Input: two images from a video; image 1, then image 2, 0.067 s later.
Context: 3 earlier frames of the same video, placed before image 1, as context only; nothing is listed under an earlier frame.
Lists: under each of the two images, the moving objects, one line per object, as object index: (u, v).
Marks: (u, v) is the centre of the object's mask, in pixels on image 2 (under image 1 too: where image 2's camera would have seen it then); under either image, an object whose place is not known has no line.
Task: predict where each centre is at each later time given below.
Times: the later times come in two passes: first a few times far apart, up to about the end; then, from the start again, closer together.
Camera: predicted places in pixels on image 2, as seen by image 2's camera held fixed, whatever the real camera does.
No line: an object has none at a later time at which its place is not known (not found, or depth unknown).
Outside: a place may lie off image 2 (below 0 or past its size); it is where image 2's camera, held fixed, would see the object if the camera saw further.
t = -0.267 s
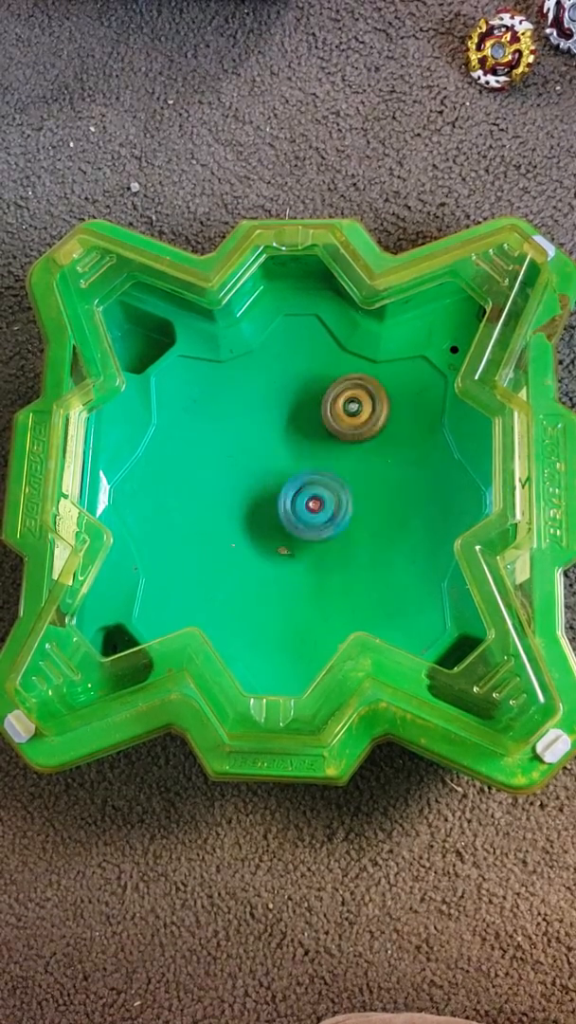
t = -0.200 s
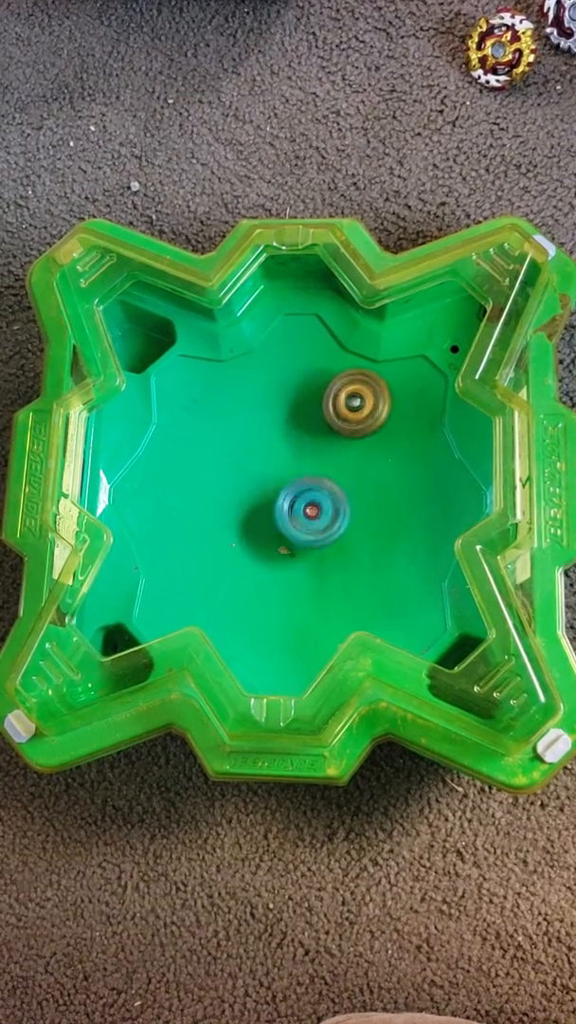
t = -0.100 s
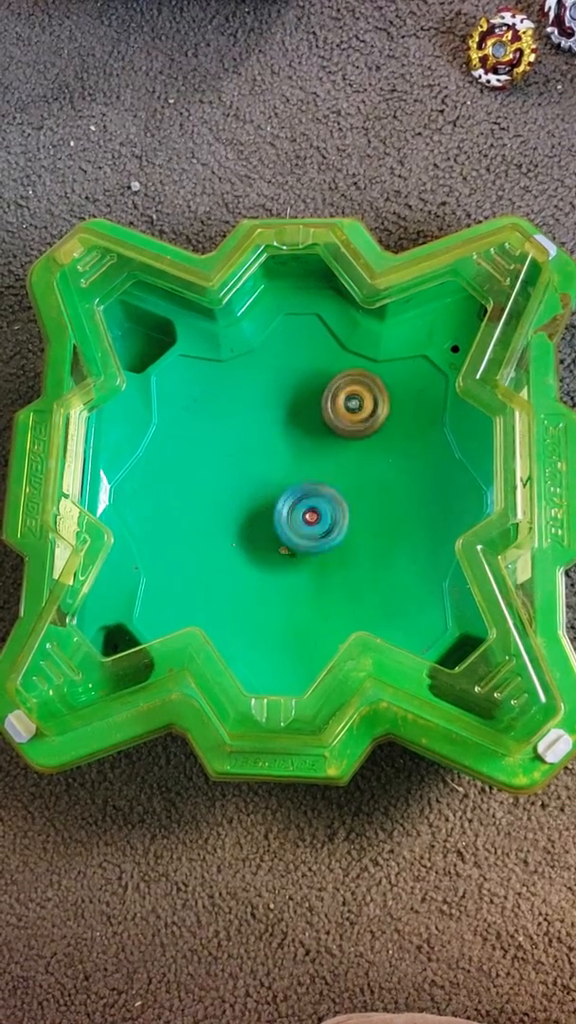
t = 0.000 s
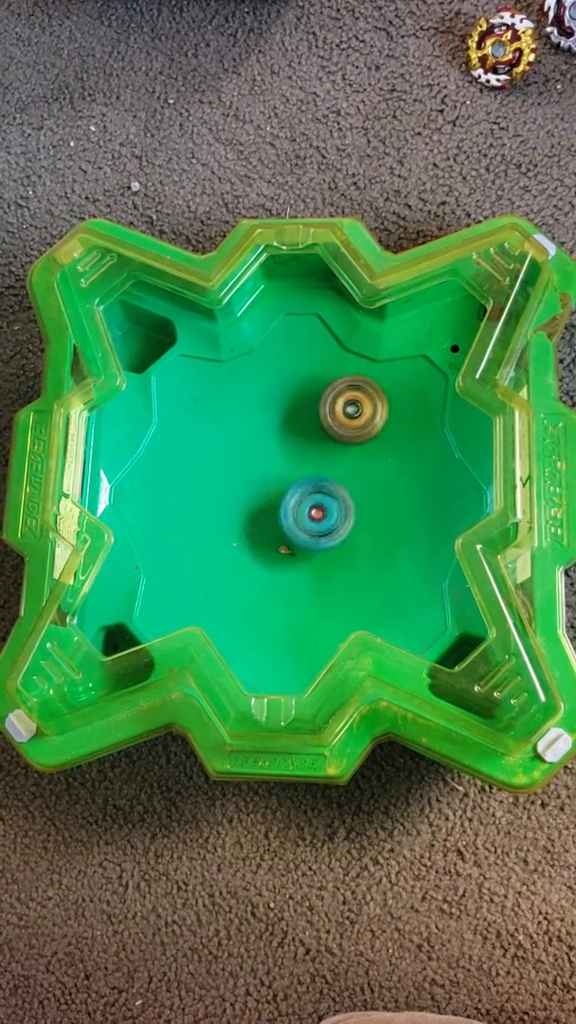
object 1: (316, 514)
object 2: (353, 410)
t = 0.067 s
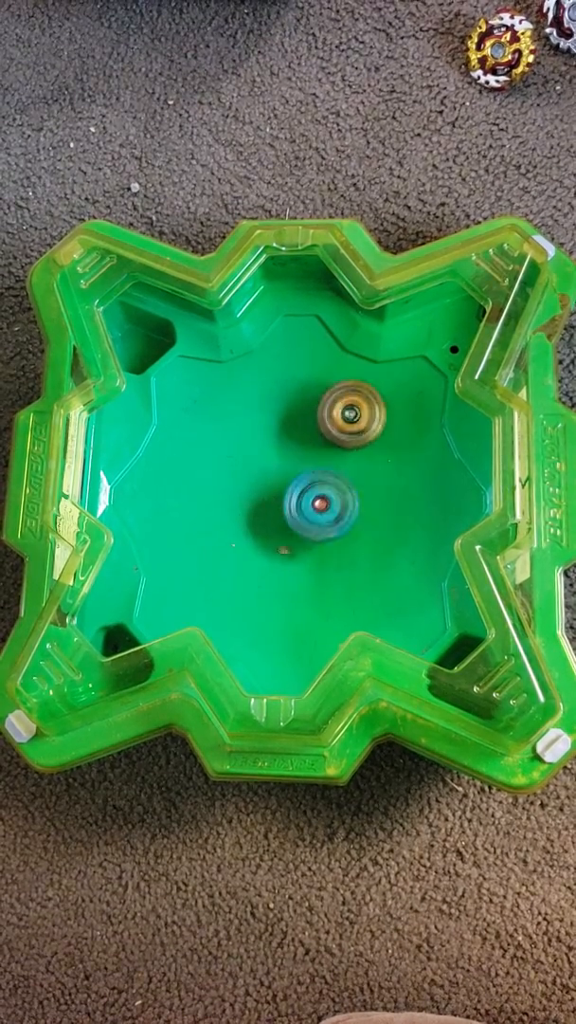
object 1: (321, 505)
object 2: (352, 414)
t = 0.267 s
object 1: (317, 514)
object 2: (353, 396)
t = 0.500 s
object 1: (320, 521)
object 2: (360, 403)
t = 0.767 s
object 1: (320, 487)
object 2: (364, 417)
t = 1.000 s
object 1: (295, 495)
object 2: (377, 417)
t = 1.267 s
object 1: (302, 486)
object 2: (378, 423)
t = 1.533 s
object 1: (292, 476)
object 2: (391, 427)
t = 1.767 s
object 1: (298, 476)
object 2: (393, 437)
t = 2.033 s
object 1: (301, 472)
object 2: (397, 441)
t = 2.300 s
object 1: (299, 472)
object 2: (398, 448)
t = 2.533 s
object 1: (309, 465)
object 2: (398, 457)
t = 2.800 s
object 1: (287, 462)
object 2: (403, 468)
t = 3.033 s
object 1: (303, 463)
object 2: (392, 478)
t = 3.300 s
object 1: (298, 449)
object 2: (388, 503)
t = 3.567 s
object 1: (310, 447)
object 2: (375, 509)
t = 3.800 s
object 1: (317, 440)
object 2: (368, 511)
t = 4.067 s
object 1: (307, 432)
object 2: (357, 518)
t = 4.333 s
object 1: (314, 451)
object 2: (351, 524)
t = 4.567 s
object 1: (311, 445)
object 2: (344, 531)
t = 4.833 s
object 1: (324, 438)
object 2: (328, 519)
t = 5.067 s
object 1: (333, 435)
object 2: (313, 511)
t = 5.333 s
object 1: (347, 444)
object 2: (303, 505)
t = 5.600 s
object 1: (367, 447)
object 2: (306, 503)
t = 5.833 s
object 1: (379, 453)
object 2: (293, 516)
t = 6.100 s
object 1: (370, 454)
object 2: (309, 499)
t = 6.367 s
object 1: (378, 436)
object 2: (291, 490)
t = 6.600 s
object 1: (374, 437)
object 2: (292, 484)
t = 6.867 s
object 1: (354, 425)
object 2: (295, 466)
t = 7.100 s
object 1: (369, 403)
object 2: (295, 477)
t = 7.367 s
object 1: (378, 400)
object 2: (321, 456)
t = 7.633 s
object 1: (381, 399)
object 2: (322, 445)
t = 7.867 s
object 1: (380, 400)
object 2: (322, 445)
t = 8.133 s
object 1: (381, 400)
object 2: (324, 447)
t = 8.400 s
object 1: (381, 400)
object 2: (323, 447)
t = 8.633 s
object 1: (381, 400)
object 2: (323, 447)
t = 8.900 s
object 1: (381, 400)
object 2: (324, 447)
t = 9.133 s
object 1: (380, 400)
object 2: (323, 447)
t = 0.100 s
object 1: (322, 500)
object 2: (352, 415)
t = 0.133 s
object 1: (324, 495)
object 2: (351, 418)
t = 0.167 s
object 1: (323, 492)
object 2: (351, 417)
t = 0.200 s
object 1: (319, 502)
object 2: (353, 403)
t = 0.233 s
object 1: (318, 509)
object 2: (353, 397)
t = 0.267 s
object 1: (317, 514)
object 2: (353, 396)
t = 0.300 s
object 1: (315, 517)
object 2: (355, 396)
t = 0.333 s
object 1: (314, 521)
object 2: (357, 395)
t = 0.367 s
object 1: (315, 523)
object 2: (357, 397)
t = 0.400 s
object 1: (315, 524)
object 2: (358, 398)
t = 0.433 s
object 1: (315, 525)
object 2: (359, 399)
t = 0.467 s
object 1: (318, 524)
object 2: (360, 401)
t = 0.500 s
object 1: (320, 521)
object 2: (360, 403)
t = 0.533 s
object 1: (322, 518)
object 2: (361, 406)
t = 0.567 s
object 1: (324, 513)
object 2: (361, 409)
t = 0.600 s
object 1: (324, 508)
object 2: (361, 412)
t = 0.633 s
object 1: (325, 502)
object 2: (362, 414)
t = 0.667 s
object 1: (326, 496)
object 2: (363, 417)
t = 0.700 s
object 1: (325, 491)
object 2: (363, 420)
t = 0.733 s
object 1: (322, 491)
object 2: (364, 417)
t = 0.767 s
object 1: (320, 487)
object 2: (364, 417)
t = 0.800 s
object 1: (317, 485)
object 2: (365, 422)
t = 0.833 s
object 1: (312, 486)
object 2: (369, 419)
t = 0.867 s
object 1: (308, 488)
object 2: (370, 415)
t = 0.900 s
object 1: (302, 491)
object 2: (372, 417)
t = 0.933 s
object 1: (300, 493)
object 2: (374, 417)
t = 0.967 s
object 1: (298, 494)
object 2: (376, 416)
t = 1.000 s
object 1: (295, 495)
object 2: (377, 417)
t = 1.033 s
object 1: (295, 496)
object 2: (378, 416)
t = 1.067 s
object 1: (294, 495)
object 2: (380, 416)
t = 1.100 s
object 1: (294, 495)
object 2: (379, 416)
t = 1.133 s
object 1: (295, 495)
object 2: (379, 416)
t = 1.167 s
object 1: (295, 493)
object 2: (379, 418)
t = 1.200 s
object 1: (296, 492)
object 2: (378, 419)
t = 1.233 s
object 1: (300, 489)
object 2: (378, 420)
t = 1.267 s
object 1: (302, 486)
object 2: (378, 423)
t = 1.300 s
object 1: (307, 483)
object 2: (377, 424)
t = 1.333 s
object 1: (309, 478)
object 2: (377, 426)
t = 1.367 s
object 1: (311, 475)
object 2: (377, 429)
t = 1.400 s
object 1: (309, 472)
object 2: (381, 425)
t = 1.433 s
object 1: (303, 474)
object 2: (386, 422)
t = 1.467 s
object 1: (300, 473)
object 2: (386, 422)
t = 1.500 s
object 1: (295, 474)
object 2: (387, 425)
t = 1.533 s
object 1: (292, 476)
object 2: (391, 427)
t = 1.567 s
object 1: (292, 475)
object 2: (391, 427)
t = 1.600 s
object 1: (290, 476)
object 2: (392, 428)
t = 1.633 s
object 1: (292, 477)
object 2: (393, 431)
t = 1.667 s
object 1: (293, 476)
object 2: (393, 431)
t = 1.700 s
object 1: (294, 477)
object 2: (394, 433)
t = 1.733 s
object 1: (297, 477)
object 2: (393, 436)
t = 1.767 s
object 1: (298, 476)
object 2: (393, 437)
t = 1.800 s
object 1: (304, 476)
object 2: (393, 439)
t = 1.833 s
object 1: (306, 474)
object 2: (388, 443)
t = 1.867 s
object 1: (311, 473)
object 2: (389, 446)
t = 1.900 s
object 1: (313, 471)
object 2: (390, 447)
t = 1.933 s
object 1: (313, 470)
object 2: (391, 444)
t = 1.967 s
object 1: (309, 470)
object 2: (396, 441)
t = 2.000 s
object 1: (302, 470)
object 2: (397, 441)
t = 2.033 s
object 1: (301, 472)
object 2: (397, 441)
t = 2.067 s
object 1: (297, 471)
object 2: (398, 444)
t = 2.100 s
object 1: (298, 474)
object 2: (400, 443)
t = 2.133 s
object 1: (296, 471)
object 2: (401, 444)
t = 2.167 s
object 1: (296, 474)
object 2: (400, 444)
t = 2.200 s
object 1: (298, 471)
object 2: (401, 444)
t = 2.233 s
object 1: (297, 473)
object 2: (400, 445)
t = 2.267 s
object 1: (300, 472)
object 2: (399, 445)
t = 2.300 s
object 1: (299, 472)
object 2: (398, 448)
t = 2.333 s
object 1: (304, 472)
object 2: (398, 449)
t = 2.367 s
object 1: (303, 470)
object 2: (398, 450)
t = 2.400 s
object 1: (309, 470)
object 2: (395, 451)
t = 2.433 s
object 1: (311, 467)
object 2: (394, 454)
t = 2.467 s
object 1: (313, 469)
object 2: (394, 456)
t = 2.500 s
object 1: (313, 466)
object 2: (393, 457)
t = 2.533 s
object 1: (309, 465)
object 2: (398, 457)
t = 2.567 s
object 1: (304, 464)
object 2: (401, 460)
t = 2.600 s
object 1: (301, 466)
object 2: (403, 462)
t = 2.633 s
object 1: (297, 464)
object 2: (403, 462)
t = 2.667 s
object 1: (294, 465)
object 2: (402, 464)
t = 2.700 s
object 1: (292, 463)
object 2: (402, 466)
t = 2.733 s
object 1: (289, 463)
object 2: (404, 468)
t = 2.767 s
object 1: (290, 462)
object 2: (404, 467)
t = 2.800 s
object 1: (287, 462)
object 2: (403, 468)
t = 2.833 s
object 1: (288, 461)
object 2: (402, 471)
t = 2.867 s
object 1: (286, 460)
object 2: (402, 471)
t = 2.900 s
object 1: (292, 460)
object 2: (400, 472)
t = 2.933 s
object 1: (292, 463)
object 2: (398, 473)
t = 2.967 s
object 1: (296, 464)
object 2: (396, 475)
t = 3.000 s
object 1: (297, 464)
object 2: (395, 476)
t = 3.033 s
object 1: (303, 463)
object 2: (392, 478)
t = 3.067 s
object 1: (305, 464)
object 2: (389, 479)
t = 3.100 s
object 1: (311, 463)
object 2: (385, 482)
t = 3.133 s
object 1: (308, 462)
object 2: (388, 486)
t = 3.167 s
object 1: (304, 458)
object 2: (388, 490)
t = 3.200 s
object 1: (303, 456)
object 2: (389, 494)
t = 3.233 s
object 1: (299, 452)
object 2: (388, 496)
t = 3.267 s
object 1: (300, 450)
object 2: (387, 500)
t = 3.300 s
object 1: (298, 449)
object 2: (388, 503)
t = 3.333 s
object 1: (298, 448)
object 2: (388, 503)
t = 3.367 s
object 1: (299, 444)
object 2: (386, 502)
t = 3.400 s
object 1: (302, 445)
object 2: (382, 504)
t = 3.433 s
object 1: (303, 444)
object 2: (382, 506)
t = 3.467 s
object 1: (305, 443)
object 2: (381, 506)
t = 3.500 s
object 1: (305, 443)
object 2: (379, 507)
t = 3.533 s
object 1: (310, 444)
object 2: (377, 507)
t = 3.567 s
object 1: (310, 447)
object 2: (375, 509)
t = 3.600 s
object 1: (313, 448)
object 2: (374, 509)
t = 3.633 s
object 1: (316, 451)
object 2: (373, 509)
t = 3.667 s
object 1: (318, 451)
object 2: (371, 509)
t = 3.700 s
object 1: (321, 448)
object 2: (372, 512)
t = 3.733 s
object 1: (320, 447)
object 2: (372, 512)
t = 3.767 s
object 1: (318, 442)
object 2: (371, 512)
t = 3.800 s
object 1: (317, 440)
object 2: (368, 511)
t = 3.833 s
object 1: (314, 435)
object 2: (364, 513)
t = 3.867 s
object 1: (315, 434)
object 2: (364, 516)
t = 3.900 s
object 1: (312, 431)
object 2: (365, 517)
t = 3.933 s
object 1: (312, 430)
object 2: (365, 515)
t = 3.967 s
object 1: (310, 428)
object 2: (361, 514)
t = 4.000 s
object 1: (310, 430)
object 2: (358, 516)
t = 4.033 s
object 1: (306, 431)
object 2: (356, 518)
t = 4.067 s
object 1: (307, 432)
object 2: (357, 518)
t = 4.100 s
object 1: (307, 437)
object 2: (356, 517)
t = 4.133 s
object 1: (307, 438)
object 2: (354, 516)
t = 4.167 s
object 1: (309, 443)
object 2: (350, 516)
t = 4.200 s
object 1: (308, 446)
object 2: (348, 518)
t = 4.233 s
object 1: (310, 448)
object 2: (348, 520)
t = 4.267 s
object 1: (312, 454)
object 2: (348, 520)
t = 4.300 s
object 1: (312, 454)
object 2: (350, 521)
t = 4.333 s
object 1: (314, 451)
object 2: (351, 524)
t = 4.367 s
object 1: (311, 452)
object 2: (349, 528)
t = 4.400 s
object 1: (309, 446)
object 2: (347, 532)
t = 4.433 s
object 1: (311, 448)
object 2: (349, 534)
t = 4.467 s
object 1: (309, 447)
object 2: (350, 531)
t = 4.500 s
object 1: (312, 446)
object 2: (348, 529)
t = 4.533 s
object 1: (311, 448)
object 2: (345, 528)
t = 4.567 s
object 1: (311, 445)
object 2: (344, 531)
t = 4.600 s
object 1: (315, 447)
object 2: (343, 532)
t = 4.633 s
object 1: (312, 450)
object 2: (342, 530)
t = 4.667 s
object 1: (317, 449)
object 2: (341, 528)
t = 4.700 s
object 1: (319, 451)
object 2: (339, 526)
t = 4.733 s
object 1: (319, 446)
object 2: (340, 524)
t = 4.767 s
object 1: (322, 444)
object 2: (338, 519)
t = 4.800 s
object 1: (321, 443)
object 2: (332, 518)
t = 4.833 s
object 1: (324, 438)
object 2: (328, 519)
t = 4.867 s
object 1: (327, 439)
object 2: (328, 517)
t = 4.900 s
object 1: (324, 437)
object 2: (326, 512)
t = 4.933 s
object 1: (328, 433)
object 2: (323, 512)
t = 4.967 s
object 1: (329, 436)
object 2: (320, 512)
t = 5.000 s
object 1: (328, 433)
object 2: (318, 510)
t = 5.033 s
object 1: (334, 434)
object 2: (316, 508)
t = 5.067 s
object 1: (333, 435)
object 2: (313, 511)
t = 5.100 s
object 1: (336, 430)
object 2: (312, 511)
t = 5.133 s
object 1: (340, 432)
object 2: (307, 511)
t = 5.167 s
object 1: (338, 432)
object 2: (305, 512)
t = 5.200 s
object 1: (343, 431)
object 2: (306, 513)
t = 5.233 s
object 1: (345, 436)
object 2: (308, 512)
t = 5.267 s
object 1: (342, 437)
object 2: (308, 509)
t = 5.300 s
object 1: (346, 439)
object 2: (306, 506)
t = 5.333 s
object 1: (347, 444)
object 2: (303, 505)
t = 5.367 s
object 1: (350, 442)
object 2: (299, 510)
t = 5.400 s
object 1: (356, 443)
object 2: (301, 513)
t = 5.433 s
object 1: (357, 444)
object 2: (306, 514)
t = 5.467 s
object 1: (358, 443)
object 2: (310, 508)
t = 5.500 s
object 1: (365, 444)
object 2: (308, 502)
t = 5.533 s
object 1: (366, 450)
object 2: (307, 499)
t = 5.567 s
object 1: (363, 448)
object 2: (306, 501)
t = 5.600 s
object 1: (367, 447)
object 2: (306, 503)
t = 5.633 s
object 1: (367, 452)
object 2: (308, 503)
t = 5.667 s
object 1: (372, 448)
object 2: (305, 508)
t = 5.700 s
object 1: (382, 450)
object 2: (303, 513)
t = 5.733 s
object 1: (385, 455)
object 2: (303, 513)
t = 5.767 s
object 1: (381, 457)
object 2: (298, 511)
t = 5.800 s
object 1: (380, 453)
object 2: (294, 513)
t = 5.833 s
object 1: (379, 453)
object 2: (293, 516)
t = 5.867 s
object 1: (382, 453)
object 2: (295, 517)
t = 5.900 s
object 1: (383, 452)
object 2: (298, 515)
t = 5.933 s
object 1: (384, 457)
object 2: (298, 511)
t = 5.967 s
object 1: (378, 460)
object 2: (297, 513)
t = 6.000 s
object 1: (373, 459)
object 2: (300, 513)
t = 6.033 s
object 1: (373, 456)
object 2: (306, 510)
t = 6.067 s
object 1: (371, 455)
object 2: (309, 505)
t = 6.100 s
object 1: (370, 454)
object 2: (309, 499)
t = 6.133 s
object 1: (366, 454)
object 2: (307, 497)
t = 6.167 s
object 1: (367, 452)
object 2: (307, 495)
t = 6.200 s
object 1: (366, 451)
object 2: (307, 493)
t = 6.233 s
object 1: (370, 447)
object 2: (305, 492)
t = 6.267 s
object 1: (373, 443)
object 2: (303, 490)
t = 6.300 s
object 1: (375, 442)
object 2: (299, 487)
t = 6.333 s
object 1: (374, 440)
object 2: (293, 487)
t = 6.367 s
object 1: (378, 436)
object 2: (291, 490)
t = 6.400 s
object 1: (379, 435)
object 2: (291, 489)
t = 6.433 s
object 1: (381, 435)
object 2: (289, 487)
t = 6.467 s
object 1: (380, 434)
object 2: (289, 487)
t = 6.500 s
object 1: (379, 434)
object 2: (289, 485)
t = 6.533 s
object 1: (377, 435)
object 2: (290, 483)
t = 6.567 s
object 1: (377, 435)
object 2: (289, 484)
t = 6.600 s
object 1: (374, 437)
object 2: (292, 484)
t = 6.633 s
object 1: (375, 437)
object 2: (293, 482)
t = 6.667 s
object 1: (369, 437)
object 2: (294, 478)
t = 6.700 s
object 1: (366, 437)
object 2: (296, 475)
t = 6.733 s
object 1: (360, 436)
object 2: (298, 472)
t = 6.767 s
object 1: (360, 434)
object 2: (297, 469)
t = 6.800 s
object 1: (356, 432)
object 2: (297, 464)
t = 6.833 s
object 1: (356, 429)
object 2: (295, 465)
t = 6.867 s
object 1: (354, 425)
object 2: (295, 466)
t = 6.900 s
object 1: (353, 421)
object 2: (296, 467)
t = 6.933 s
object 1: (357, 417)
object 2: (295, 469)
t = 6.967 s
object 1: (358, 411)
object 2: (294, 471)
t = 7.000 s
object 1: (361, 405)
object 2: (294, 473)
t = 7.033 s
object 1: (366, 405)
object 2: (294, 473)
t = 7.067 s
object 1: (367, 403)
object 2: (293, 475)
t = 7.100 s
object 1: (369, 403)
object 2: (295, 477)
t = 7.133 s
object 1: (371, 405)
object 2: (297, 477)
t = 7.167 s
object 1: (372, 406)
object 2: (299, 479)
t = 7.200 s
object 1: (372, 407)
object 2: (304, 476)
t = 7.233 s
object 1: (371, 408)
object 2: (307, 475)
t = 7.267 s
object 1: (373, 406)
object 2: (312, 472)
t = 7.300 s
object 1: (375, 403)
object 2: (316, 467)
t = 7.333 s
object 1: (376, 401)
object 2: (317, 462)
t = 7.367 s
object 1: (378, 400)
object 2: (321, 456)
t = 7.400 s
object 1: (380, 399)
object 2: (324, 450)
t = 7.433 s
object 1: (383, 398)
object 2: (324, 448)
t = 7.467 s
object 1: (385, 398)
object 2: (325, 447)
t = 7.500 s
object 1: (386, 398)
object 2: (326, 447)
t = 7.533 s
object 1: (386, 398)
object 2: (325, 446)
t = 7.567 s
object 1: (384, 398)
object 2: (325, 445)
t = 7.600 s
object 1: (382, 399)
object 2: (323, 445)
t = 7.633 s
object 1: (381, 399)
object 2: (322, 445)
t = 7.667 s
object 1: (380, 400)
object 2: (320, 444)
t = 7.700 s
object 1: (380, 400)
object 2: (320, 443)
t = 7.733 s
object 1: (380, 400)
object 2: (320, 442)
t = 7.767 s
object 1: (380, 400)
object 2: (320, 442)
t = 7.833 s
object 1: (380, 400)
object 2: (321, 444)
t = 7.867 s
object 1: (380, 400)
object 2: (322, 445)
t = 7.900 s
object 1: (380, 400)
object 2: (322, 446)
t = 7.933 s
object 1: (380, 400)
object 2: (322, 446)
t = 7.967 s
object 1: (380, 400)
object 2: (323, 446)
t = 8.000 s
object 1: (380, 400)
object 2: (323, 447)
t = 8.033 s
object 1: (380, 400)
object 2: (323, 447)
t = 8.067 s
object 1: (380, 400)
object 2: (323, 447)
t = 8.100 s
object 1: (381, 400)
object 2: (323, 447)
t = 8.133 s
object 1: (381, 400)
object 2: (324, 447)
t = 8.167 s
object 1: (381, 400)
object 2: (324, 447)
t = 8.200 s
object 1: (381, 400)
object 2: (324, 447)
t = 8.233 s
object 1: (381, 400)
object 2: (324, 447)
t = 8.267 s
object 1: (381, 400)
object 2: (323, 447)
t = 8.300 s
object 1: (381, 400)
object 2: (324, 447)
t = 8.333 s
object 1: (381, 400)
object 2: (323, 447)
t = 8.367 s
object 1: (381, 400)
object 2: (323, 447)
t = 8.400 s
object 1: (381, 400)
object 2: (323, 447)
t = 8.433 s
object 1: (381, 400)
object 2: (324, 447)
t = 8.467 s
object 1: (381, 400)
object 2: (323, 447)
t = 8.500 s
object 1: (381, 400)
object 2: (324, 447)
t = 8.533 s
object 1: (381, 400)
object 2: (323, 447)
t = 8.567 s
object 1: (381, 400)
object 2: (324, 447)
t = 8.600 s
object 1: (381, 400)
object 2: (324, 447)
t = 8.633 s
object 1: (381, 400)
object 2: (323, 447)
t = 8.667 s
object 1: (381, 400)
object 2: (323, 447)
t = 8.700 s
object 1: (381, 400)
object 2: (323, 447)
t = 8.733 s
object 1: (381, 400)
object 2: (323, 447)
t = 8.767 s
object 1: (381, 400)
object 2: (323, 447)
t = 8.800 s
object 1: (381, 400)
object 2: (323, 447)
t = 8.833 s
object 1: (381, 400)
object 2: (323, 447)
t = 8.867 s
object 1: (381, 400)
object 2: (324, 447)
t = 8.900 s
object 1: (381, 400)
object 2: (324, 447)
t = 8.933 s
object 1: (381, 400)
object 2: (324, 447)
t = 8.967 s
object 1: (381, 400)
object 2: (323, 447)
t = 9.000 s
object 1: (381, 400)
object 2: (324, 447)
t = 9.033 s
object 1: (381, 400)
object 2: (323, 447)
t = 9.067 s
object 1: (381, 400)
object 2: (323, 447)
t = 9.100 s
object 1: (380, 400)
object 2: (324, 447)
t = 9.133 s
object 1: (380, 400)
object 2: (323, 447)
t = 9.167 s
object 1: (380, 400)
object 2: (323, 447)
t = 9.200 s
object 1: (380, 400)
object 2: (323, 447)
